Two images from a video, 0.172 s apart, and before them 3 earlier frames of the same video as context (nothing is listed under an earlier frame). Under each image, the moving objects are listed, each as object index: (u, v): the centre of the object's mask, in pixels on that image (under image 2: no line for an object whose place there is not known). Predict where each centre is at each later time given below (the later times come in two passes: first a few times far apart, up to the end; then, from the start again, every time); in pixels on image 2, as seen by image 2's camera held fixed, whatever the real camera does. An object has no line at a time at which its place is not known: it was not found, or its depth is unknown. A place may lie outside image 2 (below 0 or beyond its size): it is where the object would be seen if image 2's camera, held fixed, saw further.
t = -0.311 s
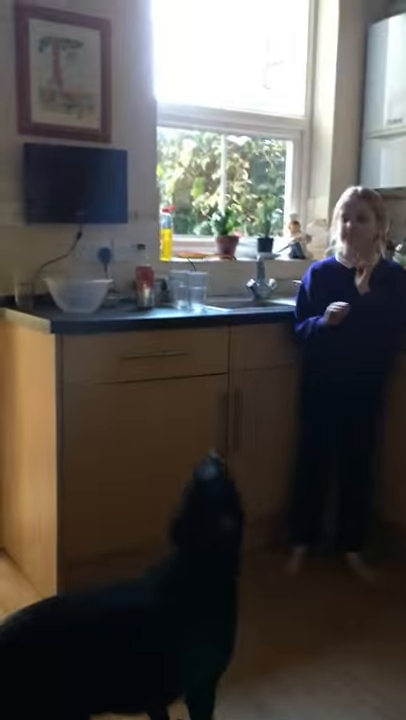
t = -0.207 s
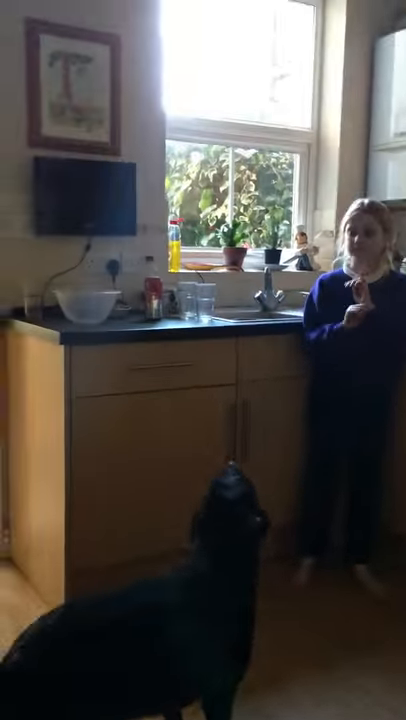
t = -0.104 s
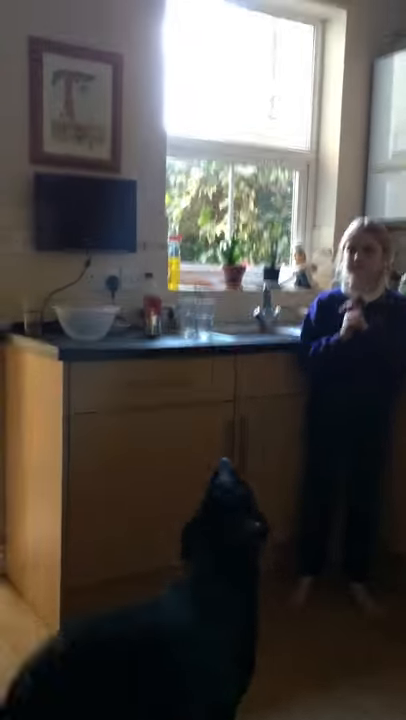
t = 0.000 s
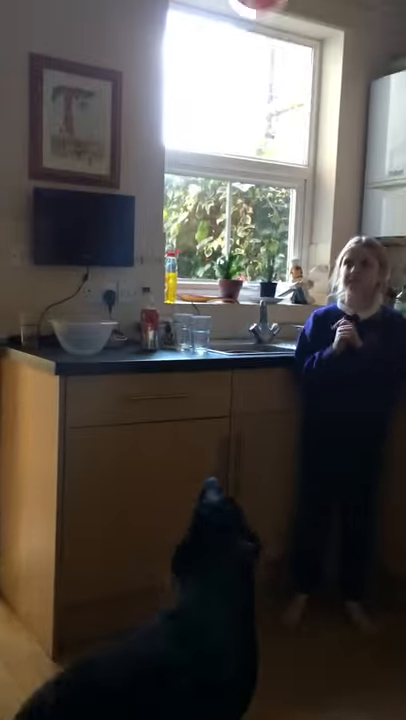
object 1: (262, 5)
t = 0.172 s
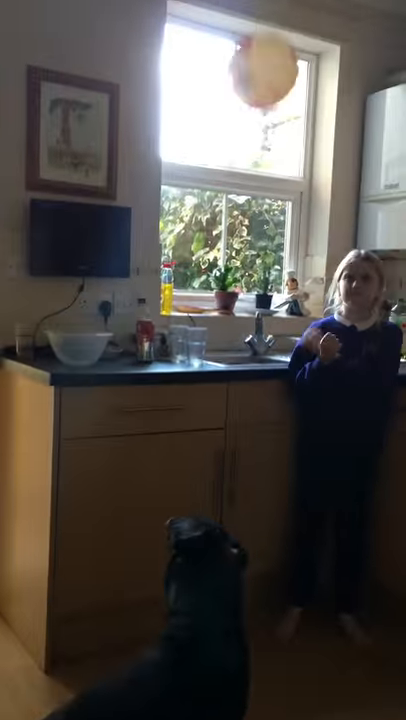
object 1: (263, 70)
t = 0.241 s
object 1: (264, 109)
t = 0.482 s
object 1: (247, 248)
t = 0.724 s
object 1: (216, 404)
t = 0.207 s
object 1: (264, 91)
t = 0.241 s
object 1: (264, 109)
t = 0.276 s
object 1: (262, 129)
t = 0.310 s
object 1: (260, 149)
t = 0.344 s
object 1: (258, 168)
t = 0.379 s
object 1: (255, 188)
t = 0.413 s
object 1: (252, 207)
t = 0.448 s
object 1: (250, 225)
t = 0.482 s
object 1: (247, 248)
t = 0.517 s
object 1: (244, 270)
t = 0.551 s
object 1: (240, 291)
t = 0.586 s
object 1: (236, 314)
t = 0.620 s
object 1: (233, 334)
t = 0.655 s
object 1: (228, 358)
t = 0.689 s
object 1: (222, 379)
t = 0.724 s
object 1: (216, 404)
